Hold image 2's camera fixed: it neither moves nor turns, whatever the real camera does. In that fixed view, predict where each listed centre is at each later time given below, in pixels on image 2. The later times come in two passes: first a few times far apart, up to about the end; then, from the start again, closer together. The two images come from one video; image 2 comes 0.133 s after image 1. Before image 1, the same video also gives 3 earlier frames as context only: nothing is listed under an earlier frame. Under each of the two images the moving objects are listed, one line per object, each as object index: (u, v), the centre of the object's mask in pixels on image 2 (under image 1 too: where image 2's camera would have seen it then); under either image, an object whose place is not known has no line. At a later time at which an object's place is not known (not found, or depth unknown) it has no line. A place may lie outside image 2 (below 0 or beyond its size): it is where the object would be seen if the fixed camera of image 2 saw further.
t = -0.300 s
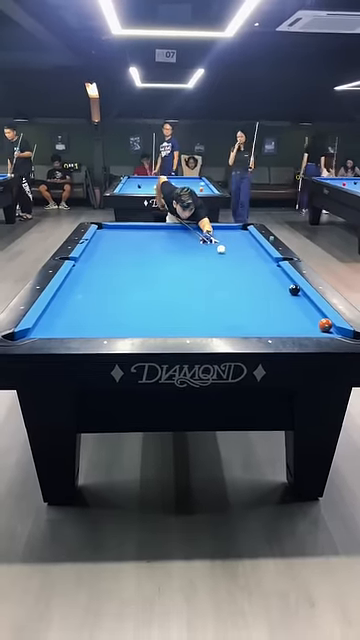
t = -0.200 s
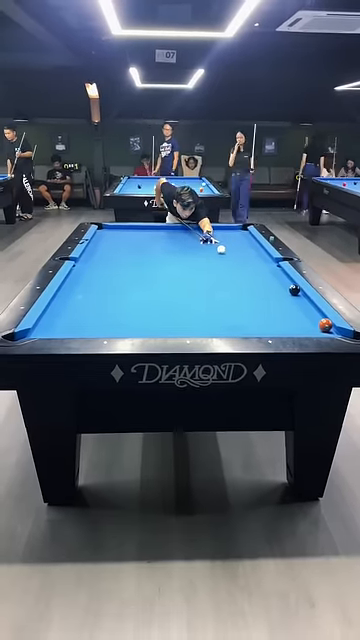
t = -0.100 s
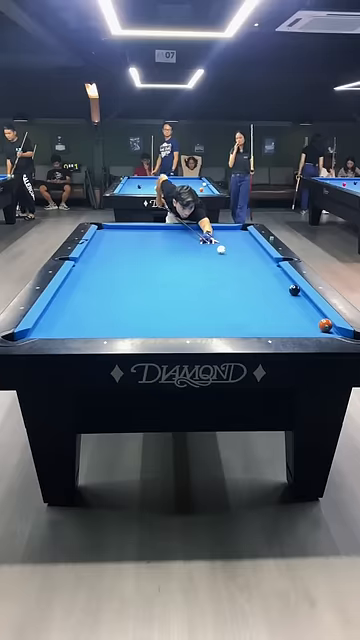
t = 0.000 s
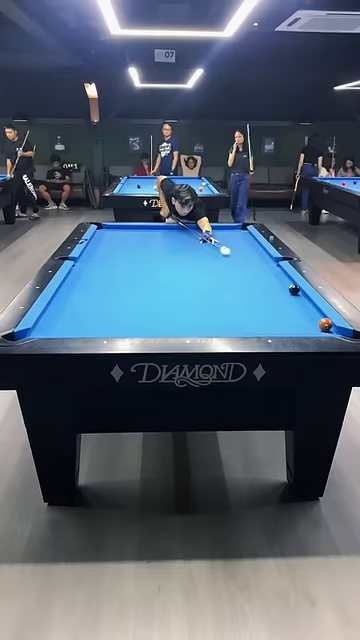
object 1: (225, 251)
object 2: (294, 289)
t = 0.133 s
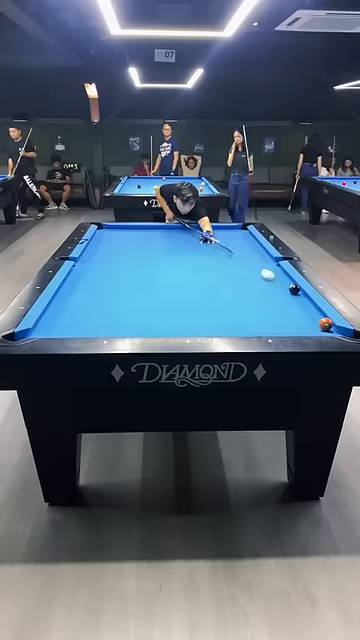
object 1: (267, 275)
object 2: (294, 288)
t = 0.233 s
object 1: (283, 286)
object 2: (295, 297)
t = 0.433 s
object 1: (269, 287)
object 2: (268, 329)
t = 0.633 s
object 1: (255, 288)
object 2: (199, 313)
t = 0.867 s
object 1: (239, 288)
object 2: (138, 293)
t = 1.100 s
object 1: (225, 289)
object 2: (87, 279)
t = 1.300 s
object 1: (213, 290)
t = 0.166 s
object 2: (294, 288)
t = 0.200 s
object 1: (286, 286)
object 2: (298, 292)
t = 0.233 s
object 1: (283, 286)
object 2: (295, 297)
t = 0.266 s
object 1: (281, 287)
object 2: (290, 302)
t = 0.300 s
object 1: (278, 287)
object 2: (286, 308)
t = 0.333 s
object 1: (276, 287)
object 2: (281, 314)
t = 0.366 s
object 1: (274, 287)
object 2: (277, 320)
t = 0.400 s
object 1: (271, 287)
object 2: (272, 325)
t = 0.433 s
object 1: (269, 287)
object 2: (268, 329)
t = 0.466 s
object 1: (266, 287)
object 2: (256, 328)
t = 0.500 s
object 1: (264, 288)
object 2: (243, 326)
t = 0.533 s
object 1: (262, 287)
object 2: (231, 322)
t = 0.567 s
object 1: (259, 288)
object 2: (220, 319)
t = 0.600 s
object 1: (257, 288)
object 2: (210, 316)
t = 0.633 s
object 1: (255, 288)
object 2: (199, 313)
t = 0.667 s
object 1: (252, 288)
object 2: (190, 310)
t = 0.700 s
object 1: (250, 288)
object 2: (180, 307)
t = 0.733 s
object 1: (248, 288)
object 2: (171, 304)
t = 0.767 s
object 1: (246, 288)
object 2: (163, 301)
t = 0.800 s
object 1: (244, 288)
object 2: (154, 298)
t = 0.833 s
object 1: (242, 288)
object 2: (146, 296)
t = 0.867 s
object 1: (239, 288)
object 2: (138, 293)
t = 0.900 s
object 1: (237, 289)
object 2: (130, 291)
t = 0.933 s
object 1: (235, 289)
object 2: (122, 289)
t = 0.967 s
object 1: (233, 288)
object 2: (115, 287)
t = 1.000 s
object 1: (231, 289)
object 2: (108, 284)
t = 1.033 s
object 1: (229, 289)
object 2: (101, 282)
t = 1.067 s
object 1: (227, 289)
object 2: (94, 280)
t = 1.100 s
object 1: (225, 289)
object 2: (87, 279)
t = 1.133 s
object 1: (223, 289)
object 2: (81, 276)
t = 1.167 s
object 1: (221, 289)
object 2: (75, 275)
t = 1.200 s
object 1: (219, 289)
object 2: (74, 273)
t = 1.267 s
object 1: (215, 290)
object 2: (84, 270)
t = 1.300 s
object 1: (213, 290)
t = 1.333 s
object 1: (210, 291)
